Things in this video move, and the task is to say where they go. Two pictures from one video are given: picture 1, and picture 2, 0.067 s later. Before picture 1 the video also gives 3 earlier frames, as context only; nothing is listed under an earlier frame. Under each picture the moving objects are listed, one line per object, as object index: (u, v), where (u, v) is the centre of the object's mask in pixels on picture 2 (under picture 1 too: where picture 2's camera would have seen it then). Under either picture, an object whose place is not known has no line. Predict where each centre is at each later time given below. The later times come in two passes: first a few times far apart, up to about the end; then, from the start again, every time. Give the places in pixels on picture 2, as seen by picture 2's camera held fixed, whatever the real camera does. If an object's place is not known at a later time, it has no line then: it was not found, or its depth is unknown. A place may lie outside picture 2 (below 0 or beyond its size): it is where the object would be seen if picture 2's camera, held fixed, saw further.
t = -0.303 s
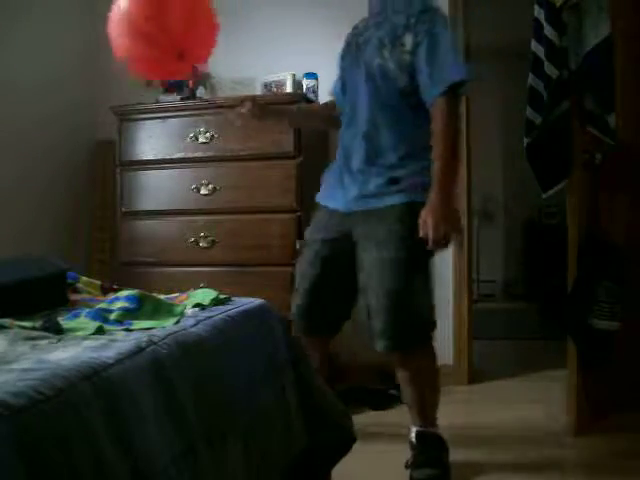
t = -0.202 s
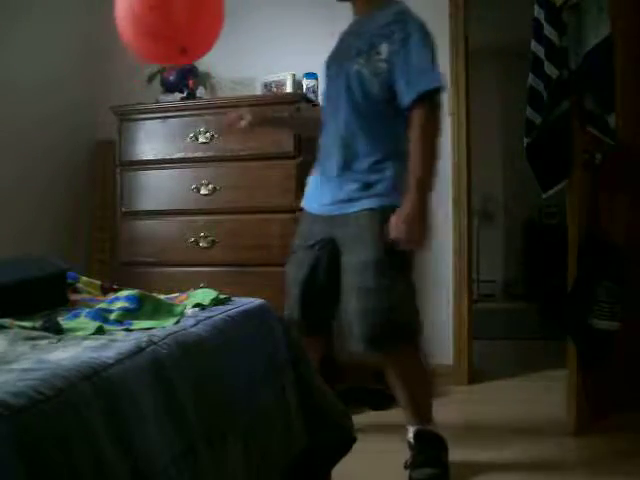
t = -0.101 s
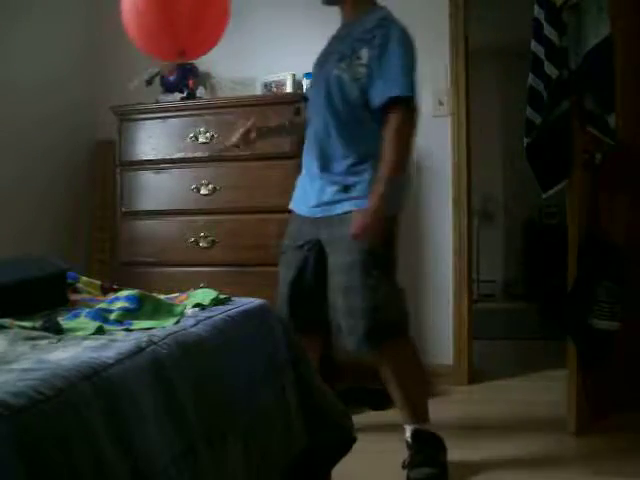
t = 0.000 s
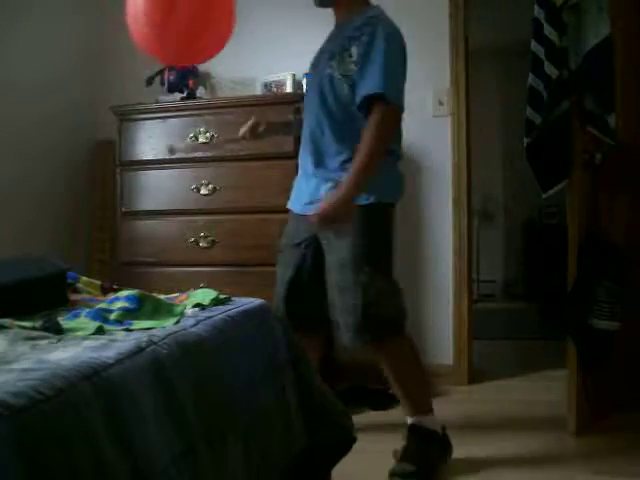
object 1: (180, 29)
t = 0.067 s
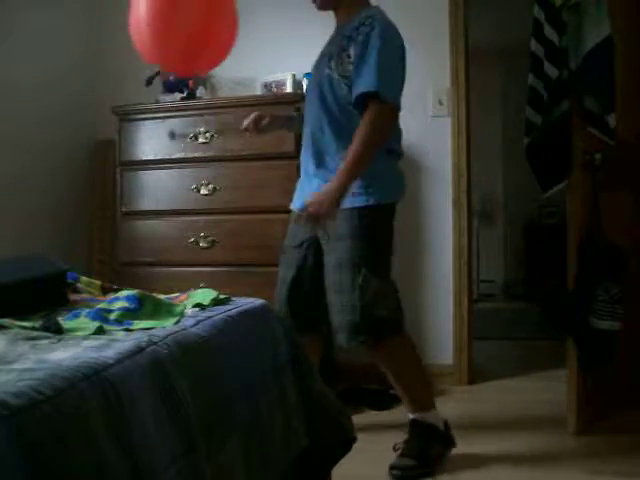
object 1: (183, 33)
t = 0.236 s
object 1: (200, 40)
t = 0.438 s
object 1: (233, 43)
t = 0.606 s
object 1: (256, 69)
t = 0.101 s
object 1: (185, 36)
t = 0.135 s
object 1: (186, 41)
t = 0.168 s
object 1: (188, 44)
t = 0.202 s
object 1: (194, 42)
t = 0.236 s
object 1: (200, 40)
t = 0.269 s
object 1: (206, 39)
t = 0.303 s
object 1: (212, 39)
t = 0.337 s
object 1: (218, 39)
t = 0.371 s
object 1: (223, 40)
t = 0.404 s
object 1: (228, 41)
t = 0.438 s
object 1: (233, 43)
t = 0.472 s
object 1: (239, 46)
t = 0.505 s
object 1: (243, 51)
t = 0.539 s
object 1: (248, 57)
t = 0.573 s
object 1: (252, 64)
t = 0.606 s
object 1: (256, 69)
